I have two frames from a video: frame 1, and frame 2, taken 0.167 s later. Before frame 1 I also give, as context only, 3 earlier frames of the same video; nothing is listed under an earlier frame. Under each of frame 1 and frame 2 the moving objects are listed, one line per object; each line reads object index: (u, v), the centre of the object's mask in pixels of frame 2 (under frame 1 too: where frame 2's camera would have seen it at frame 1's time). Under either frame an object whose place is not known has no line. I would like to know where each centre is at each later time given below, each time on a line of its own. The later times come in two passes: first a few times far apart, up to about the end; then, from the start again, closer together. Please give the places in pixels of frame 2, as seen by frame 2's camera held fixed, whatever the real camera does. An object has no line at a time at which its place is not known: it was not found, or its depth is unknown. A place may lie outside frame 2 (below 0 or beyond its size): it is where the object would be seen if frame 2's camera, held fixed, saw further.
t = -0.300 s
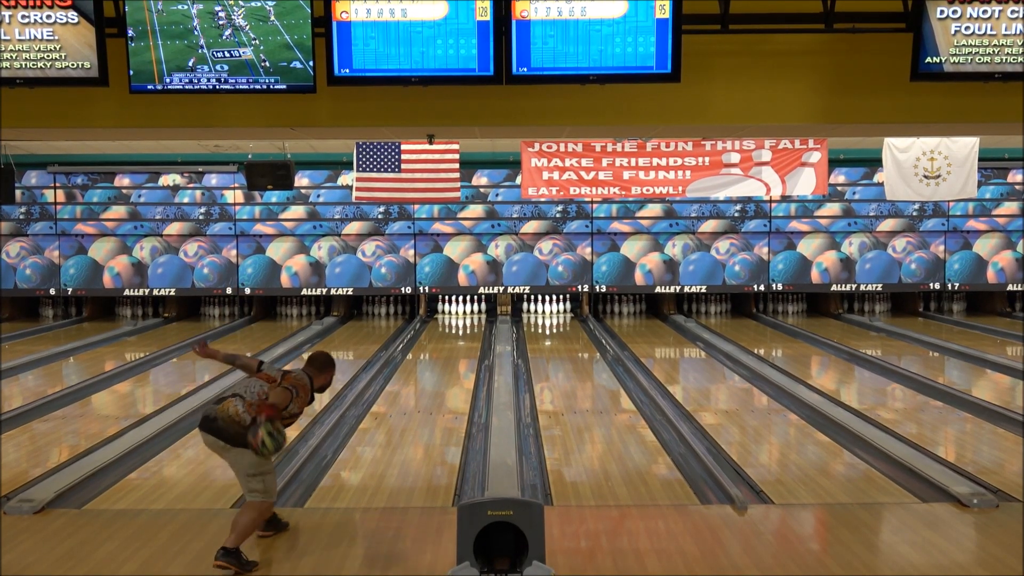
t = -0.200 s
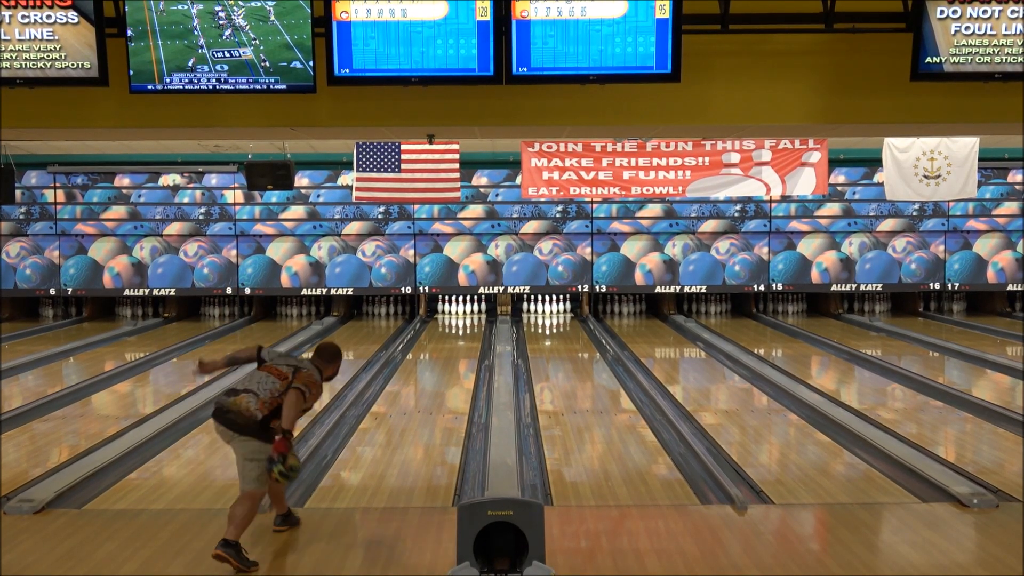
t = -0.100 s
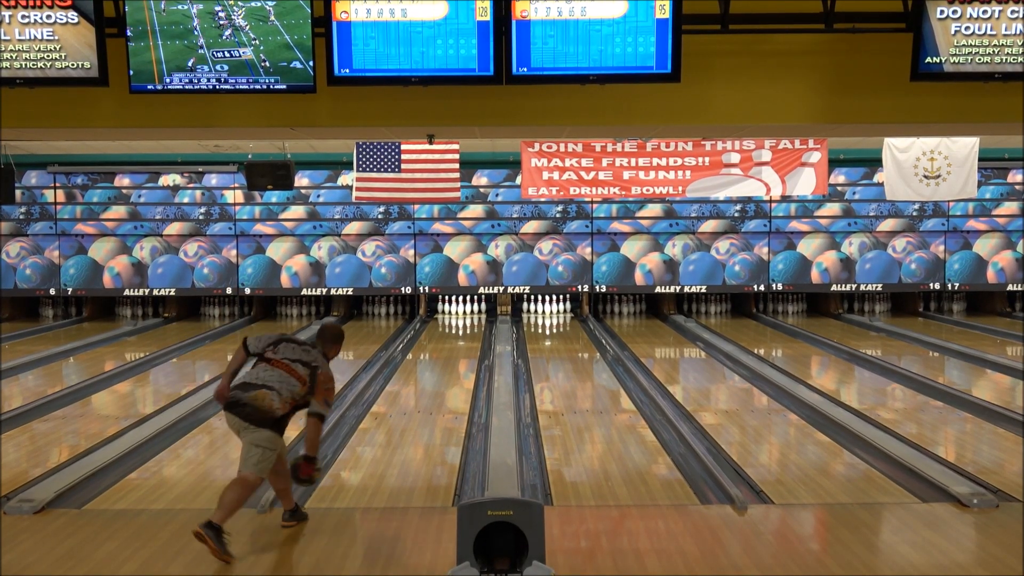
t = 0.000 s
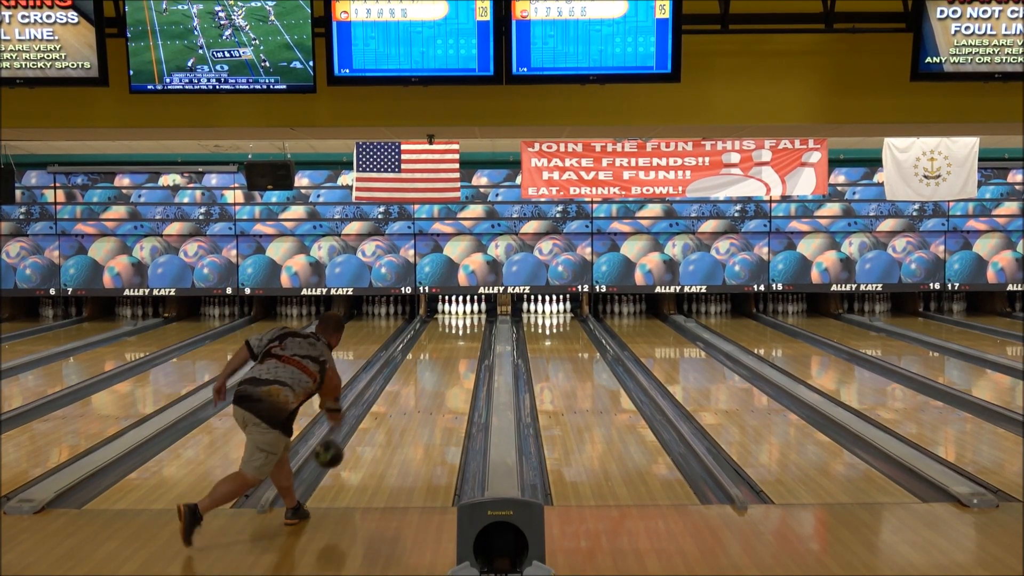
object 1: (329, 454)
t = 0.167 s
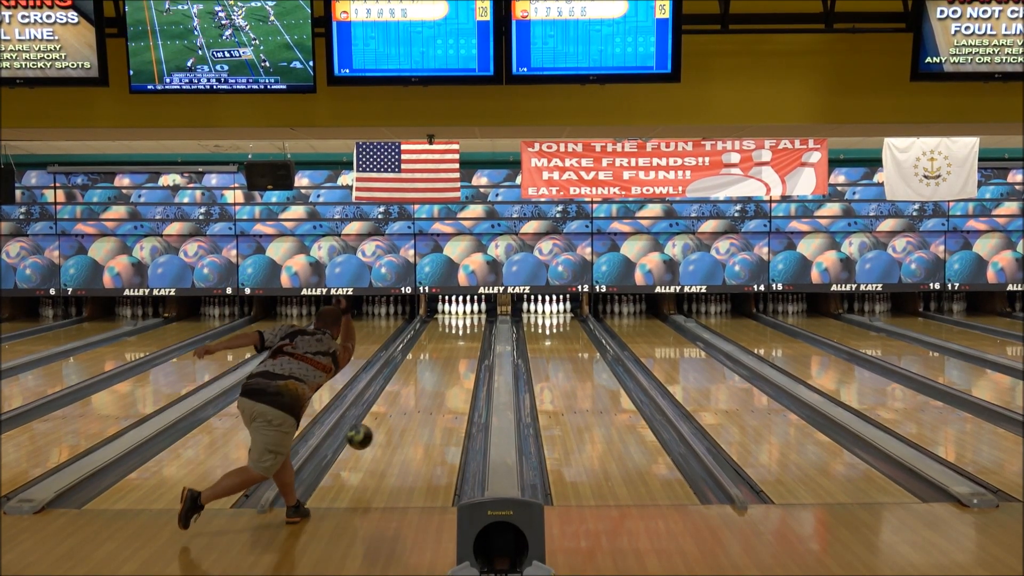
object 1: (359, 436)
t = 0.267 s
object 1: (374, 442)
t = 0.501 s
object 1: (402, 411)
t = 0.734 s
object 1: (423, 388)
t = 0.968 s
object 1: (438, 369)
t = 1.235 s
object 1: (452, 352)
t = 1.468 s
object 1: (461, 341)
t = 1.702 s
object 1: (467, 331)
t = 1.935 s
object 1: (471, 323)
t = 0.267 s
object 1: (374, 442)
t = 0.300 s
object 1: (379, 436)
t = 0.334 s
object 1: (383, 432)
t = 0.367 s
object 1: (387, 428)
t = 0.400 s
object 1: (391, 424)
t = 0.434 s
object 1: (395, 419)
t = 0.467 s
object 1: (399, 415)
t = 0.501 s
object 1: (402, 411)
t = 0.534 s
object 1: (406, 407)
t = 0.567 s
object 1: (409, 403)
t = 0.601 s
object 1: (411, 401)
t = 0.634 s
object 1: (414, 397)
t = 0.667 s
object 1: (417, 394)
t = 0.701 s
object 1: (420, 391)
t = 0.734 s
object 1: (423, 388)
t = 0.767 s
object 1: (425, 385)
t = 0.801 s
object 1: (428, 382)
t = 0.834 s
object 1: (430, 379)
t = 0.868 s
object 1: (432, 377)
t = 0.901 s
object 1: (434, 375)
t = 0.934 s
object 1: (436, 372)
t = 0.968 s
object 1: (438, 369)
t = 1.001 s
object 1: (440, 367)
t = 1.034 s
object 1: (442, 365)
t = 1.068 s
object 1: (444, 363)
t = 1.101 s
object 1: (446, 360)
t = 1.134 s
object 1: (447, 358)
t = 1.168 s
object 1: (449, 357)
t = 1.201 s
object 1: (451, 354)
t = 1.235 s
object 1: (452, 352)
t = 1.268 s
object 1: (454, 350)
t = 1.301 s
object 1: (455, 349)
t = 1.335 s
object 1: (456, 347)
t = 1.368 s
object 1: (458, 346)
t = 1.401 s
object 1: (459, 344)
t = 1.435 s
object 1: (460, 342)
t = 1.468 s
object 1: (461, 341)
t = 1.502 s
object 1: (461, 340)
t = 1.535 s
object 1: (463, 338)
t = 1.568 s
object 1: (464, 336)
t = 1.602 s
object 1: (465, 335)
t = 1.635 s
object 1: (466, 333)
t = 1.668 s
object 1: (467, 332)
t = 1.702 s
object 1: (467, 331)
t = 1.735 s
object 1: (468, 329)
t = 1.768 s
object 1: (469, 329)
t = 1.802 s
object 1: (470, 327)
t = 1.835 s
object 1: (470, 326)
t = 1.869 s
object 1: (470, 325)
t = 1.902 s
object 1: (470, 324)
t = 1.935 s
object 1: (471, 323)
